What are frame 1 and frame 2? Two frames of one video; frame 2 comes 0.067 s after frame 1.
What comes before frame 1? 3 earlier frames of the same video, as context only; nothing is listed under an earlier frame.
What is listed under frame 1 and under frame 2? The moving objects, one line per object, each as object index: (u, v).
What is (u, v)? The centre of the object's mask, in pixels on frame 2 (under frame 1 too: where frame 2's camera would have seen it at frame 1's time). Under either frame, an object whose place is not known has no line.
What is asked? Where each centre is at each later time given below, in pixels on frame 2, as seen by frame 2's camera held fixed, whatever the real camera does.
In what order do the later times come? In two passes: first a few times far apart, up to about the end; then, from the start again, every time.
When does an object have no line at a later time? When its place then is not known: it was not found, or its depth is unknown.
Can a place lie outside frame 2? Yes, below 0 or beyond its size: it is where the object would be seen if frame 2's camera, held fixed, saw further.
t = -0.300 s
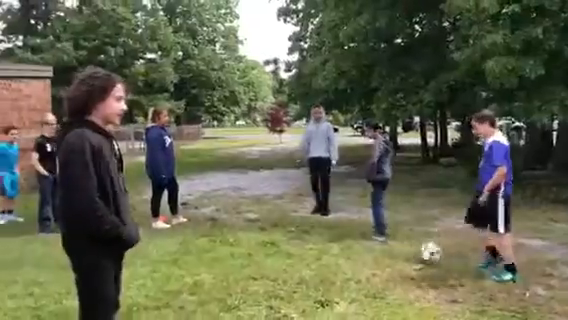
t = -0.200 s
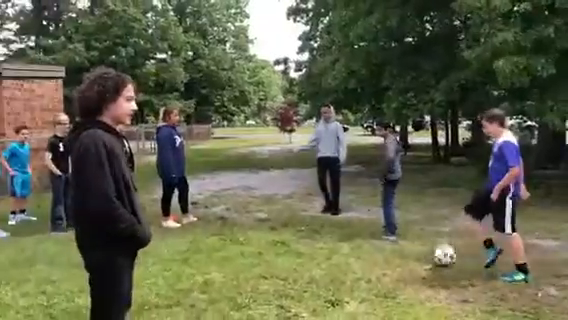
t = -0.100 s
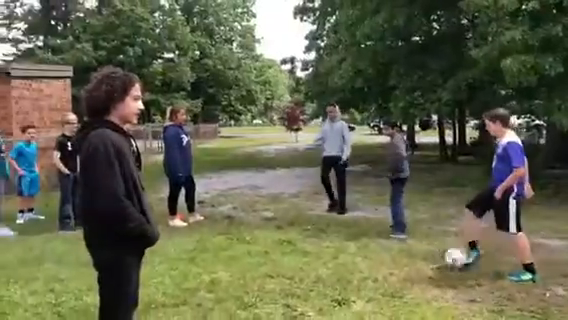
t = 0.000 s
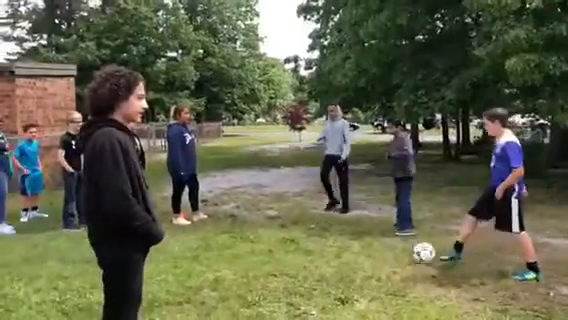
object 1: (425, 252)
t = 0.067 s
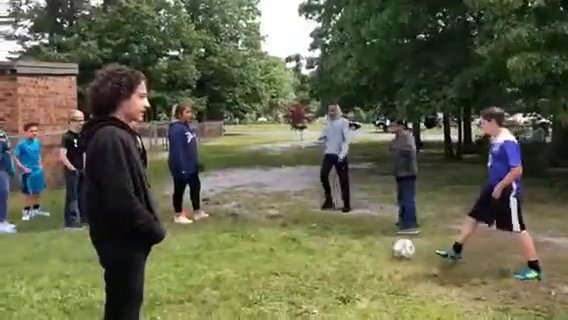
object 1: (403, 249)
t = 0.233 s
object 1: (363, 243)
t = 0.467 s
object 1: (331, 234)
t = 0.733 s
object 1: (301, 235)
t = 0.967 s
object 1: (278, 234)
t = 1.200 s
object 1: (258, 232)
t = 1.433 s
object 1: (242, 231)
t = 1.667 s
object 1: (229, 230)
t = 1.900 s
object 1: (221, 228)
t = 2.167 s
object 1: (218, 228)
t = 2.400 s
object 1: (219, 228)
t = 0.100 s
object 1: (394, 247)
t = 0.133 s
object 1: (384, 245)
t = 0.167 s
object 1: (377, 245)
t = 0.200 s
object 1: (369, 244)
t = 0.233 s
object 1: (363, 243)
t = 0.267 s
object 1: (357, 242)
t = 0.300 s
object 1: (351, 243)
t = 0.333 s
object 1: (347, 240)
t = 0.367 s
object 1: (343, 238)
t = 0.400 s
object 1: (340, 235)
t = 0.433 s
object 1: (335, 233)
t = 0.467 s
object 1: (331, 234)
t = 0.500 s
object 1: (327, 236)
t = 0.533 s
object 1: (324, 239)
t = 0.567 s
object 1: (320, 238)
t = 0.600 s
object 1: (316, 236)
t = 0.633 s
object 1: (313, 235)
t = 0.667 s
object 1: (308, 235)
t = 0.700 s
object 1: (305, 236)
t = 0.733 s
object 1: (301, 235)
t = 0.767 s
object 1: (297, 235)
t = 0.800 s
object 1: (294, 235)
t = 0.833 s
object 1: (290, 235)
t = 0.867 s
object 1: (288, 234)
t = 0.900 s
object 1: (284, 234)
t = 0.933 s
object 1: (281, 234)
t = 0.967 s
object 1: (278, 234)
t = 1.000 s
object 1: (275, 233)
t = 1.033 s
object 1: (272, 233)
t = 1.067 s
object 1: (268, 234)
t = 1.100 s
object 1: (266, 233)
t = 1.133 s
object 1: (264, 233)
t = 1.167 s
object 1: (261, 233)
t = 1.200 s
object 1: (258, 232)
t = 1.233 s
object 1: (255, 232)
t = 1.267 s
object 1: (253, 232)
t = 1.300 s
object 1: (251, 232)
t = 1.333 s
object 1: (249, 232)
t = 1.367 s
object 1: (247, 231)
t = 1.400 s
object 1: (245, 231)
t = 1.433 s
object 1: (242, 231)
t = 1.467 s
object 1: (240, 230)
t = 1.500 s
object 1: (238, 231)
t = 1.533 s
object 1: (236, 231)
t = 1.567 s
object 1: (235, 230)
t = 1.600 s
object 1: (233, 230)
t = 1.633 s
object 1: (231, 230)
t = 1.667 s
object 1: (229, 230)
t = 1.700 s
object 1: (229, 229)
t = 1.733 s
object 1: (227, 229)
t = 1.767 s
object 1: (226, 229)
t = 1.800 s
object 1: (224, 229)
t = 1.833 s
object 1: (223, 229)
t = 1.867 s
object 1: (221, 228)
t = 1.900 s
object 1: (221, 228)
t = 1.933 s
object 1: (220, 228)
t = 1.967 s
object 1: (219, 228)
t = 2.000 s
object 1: (219, 228)
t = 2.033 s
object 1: (219, 228)
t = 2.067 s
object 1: (218, 228)
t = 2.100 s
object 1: (218, 228)
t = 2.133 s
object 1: (218, 228)
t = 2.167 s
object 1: (218, 228)
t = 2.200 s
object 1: (218, 228)
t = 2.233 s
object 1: (218, 228)
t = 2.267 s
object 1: (218, 228)
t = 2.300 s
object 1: (218, 227)
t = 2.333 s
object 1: (218, 227)
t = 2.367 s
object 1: (219, 228)
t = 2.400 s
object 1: (219, 228)
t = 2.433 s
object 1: (220, 228)
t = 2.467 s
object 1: (220, 228)
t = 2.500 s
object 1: (220, 228)
